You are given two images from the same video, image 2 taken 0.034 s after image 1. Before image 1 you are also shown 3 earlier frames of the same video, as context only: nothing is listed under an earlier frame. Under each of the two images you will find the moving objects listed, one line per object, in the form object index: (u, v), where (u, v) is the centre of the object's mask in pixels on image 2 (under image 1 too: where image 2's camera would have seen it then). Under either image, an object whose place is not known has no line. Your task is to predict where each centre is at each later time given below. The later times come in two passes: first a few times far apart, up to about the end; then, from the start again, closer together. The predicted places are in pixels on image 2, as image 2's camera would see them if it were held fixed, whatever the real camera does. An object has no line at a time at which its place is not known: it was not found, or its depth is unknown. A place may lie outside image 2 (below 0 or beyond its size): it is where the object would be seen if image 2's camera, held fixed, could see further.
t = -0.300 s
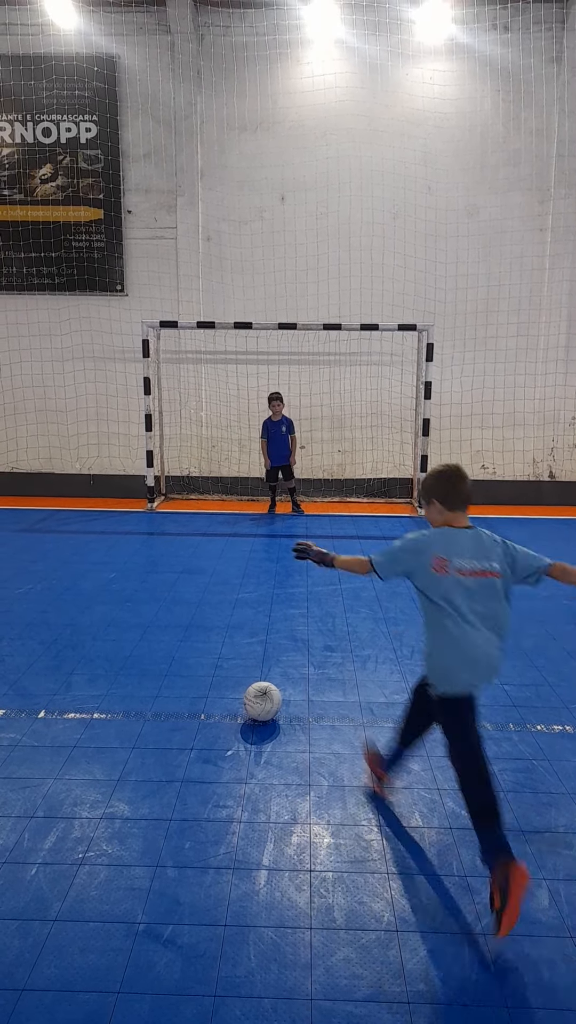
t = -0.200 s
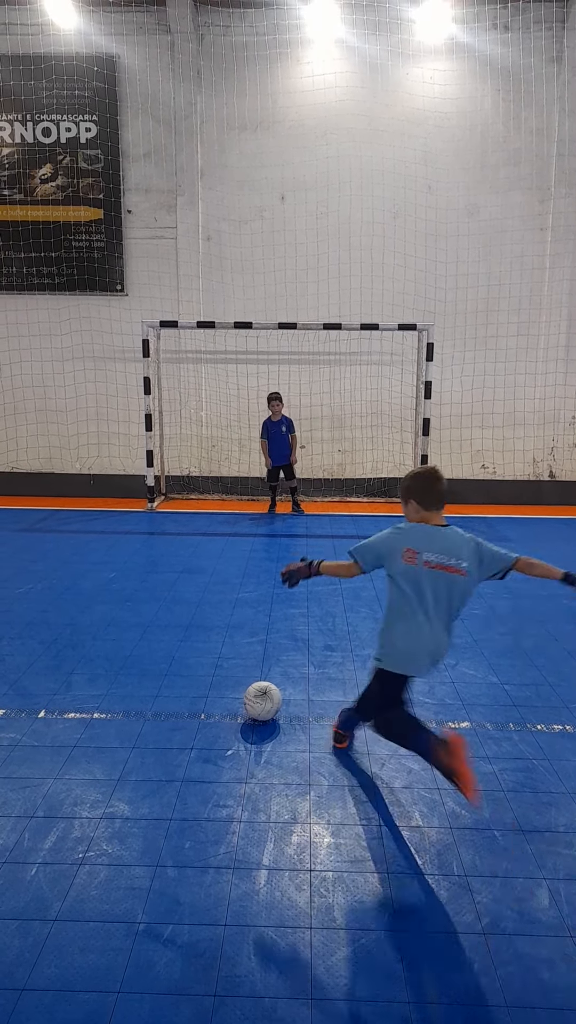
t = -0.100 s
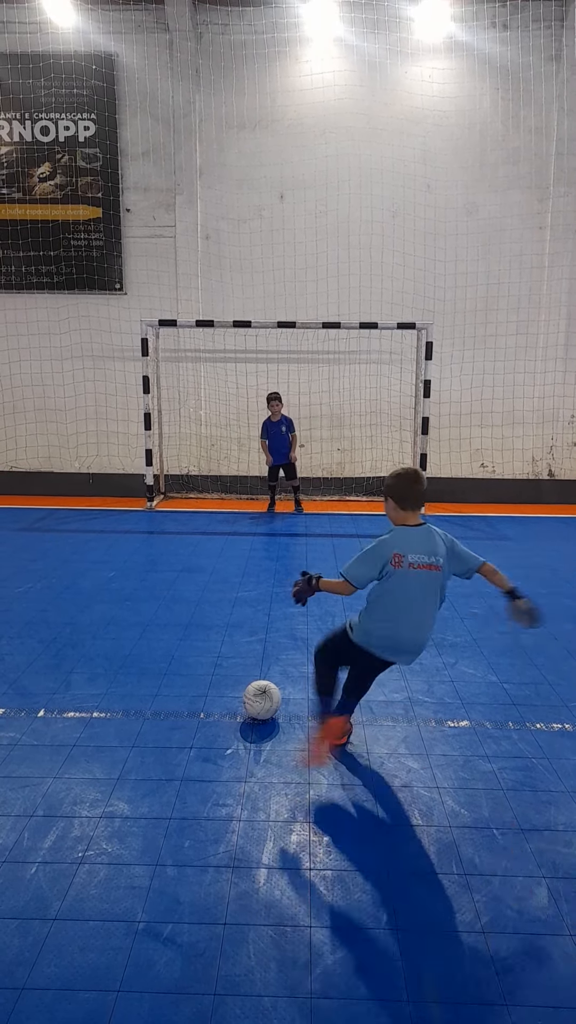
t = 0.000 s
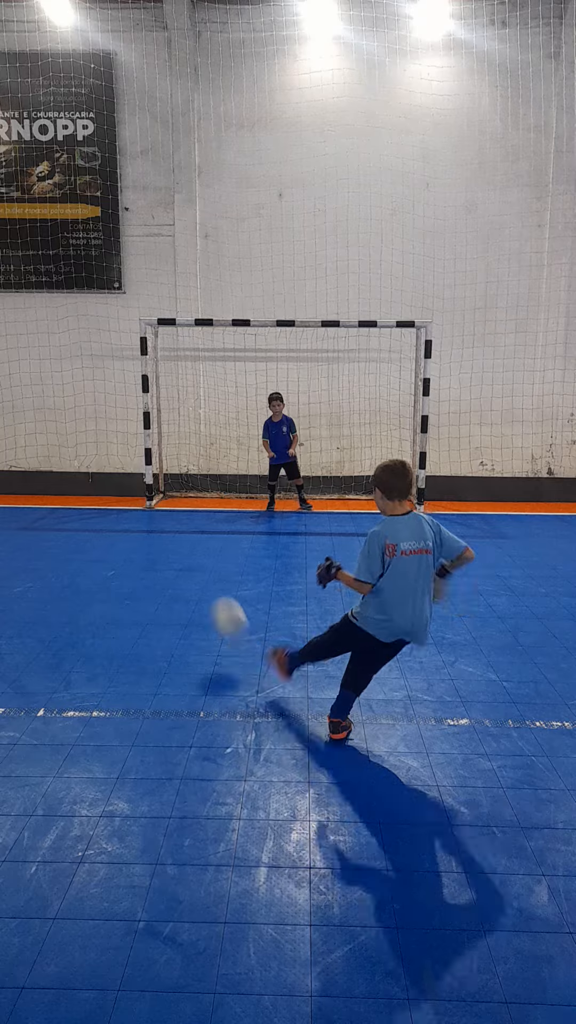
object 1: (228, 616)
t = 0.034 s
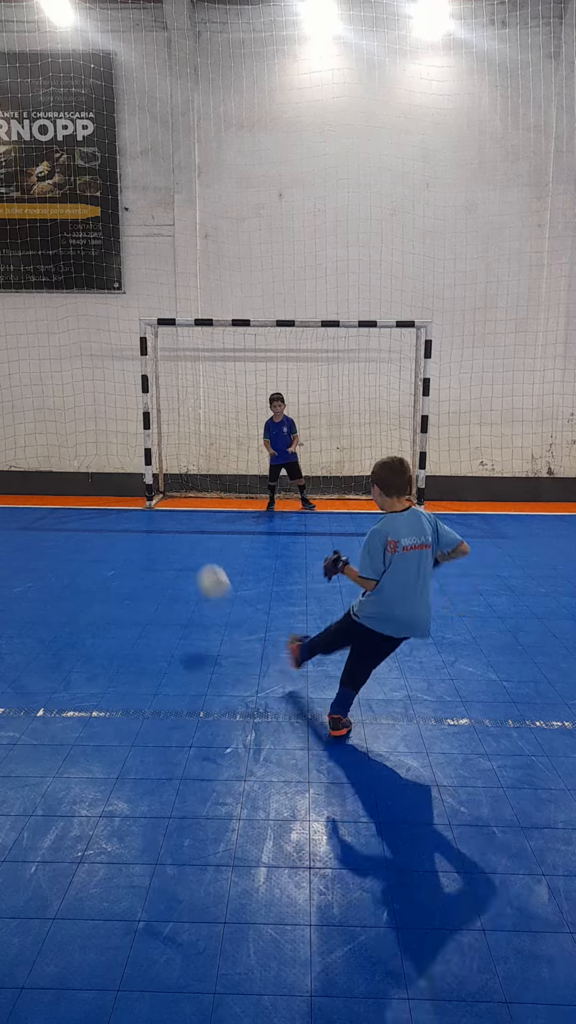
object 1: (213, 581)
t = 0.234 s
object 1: (161, 479)
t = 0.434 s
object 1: (126, 461)
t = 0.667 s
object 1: (127, 463)
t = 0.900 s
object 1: (128, 497)
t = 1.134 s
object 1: (127, 498)
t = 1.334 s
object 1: (125, 519)
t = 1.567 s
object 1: (124, 531)
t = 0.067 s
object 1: (201, 553)
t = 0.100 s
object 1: (191, 531)
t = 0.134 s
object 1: (182, 513)
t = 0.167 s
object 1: (173, 499)
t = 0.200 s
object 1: (166, 488)
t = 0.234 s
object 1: (161, 479)
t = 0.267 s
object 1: (153, 471)
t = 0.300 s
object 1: (147, 466)
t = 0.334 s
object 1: (143, 463)
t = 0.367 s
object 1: (139, 460)
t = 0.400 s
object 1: (134, 459)
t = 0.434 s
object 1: (126, 461)
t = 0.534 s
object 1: (127, 464)
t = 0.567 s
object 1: (127, 463)
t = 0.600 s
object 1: (127, 462)
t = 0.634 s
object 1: (127, 462)
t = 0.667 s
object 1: (127, 463)
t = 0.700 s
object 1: (127, 465)
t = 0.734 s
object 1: (127, 467)
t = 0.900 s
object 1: (128, 497)
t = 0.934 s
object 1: (129, 506)
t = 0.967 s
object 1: (128, 503)
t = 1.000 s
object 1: (128, 501)
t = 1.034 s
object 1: (128, 499)
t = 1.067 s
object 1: (127, 498)
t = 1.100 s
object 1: (127, 498)
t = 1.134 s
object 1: (127, 498)
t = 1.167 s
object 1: (127, 500)
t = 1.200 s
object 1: (126, 503)
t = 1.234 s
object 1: (126, 507)
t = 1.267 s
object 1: (126, 512)
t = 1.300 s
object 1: (126, 520)
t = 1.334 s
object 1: (125, 519)
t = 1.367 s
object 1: (125, 517)
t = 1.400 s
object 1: (125, 517)
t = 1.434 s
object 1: (125, 517)
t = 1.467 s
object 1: (124, 519)
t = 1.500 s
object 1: (124, 522)
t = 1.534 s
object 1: (124, 527)
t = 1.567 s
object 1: (124, 531)
